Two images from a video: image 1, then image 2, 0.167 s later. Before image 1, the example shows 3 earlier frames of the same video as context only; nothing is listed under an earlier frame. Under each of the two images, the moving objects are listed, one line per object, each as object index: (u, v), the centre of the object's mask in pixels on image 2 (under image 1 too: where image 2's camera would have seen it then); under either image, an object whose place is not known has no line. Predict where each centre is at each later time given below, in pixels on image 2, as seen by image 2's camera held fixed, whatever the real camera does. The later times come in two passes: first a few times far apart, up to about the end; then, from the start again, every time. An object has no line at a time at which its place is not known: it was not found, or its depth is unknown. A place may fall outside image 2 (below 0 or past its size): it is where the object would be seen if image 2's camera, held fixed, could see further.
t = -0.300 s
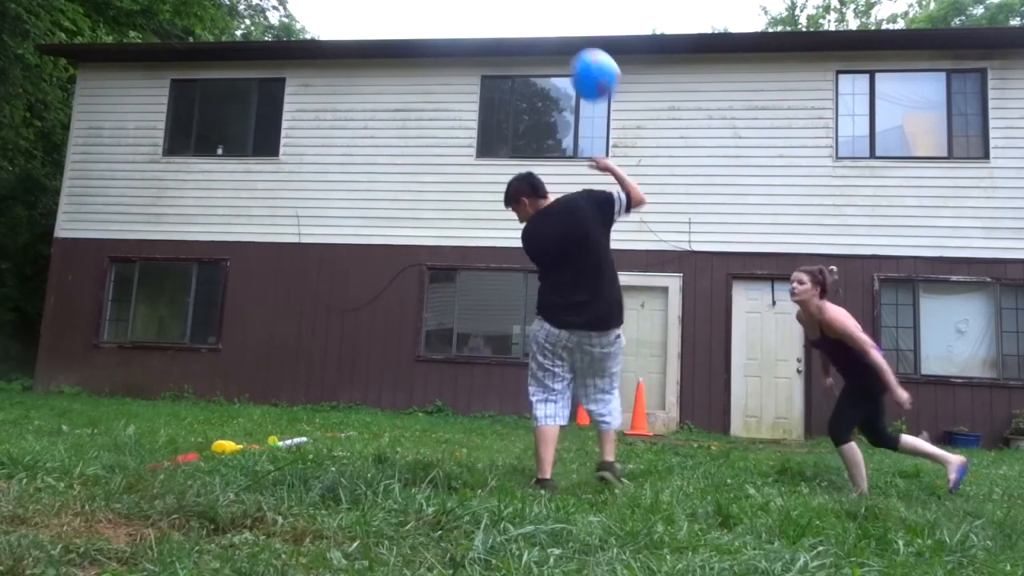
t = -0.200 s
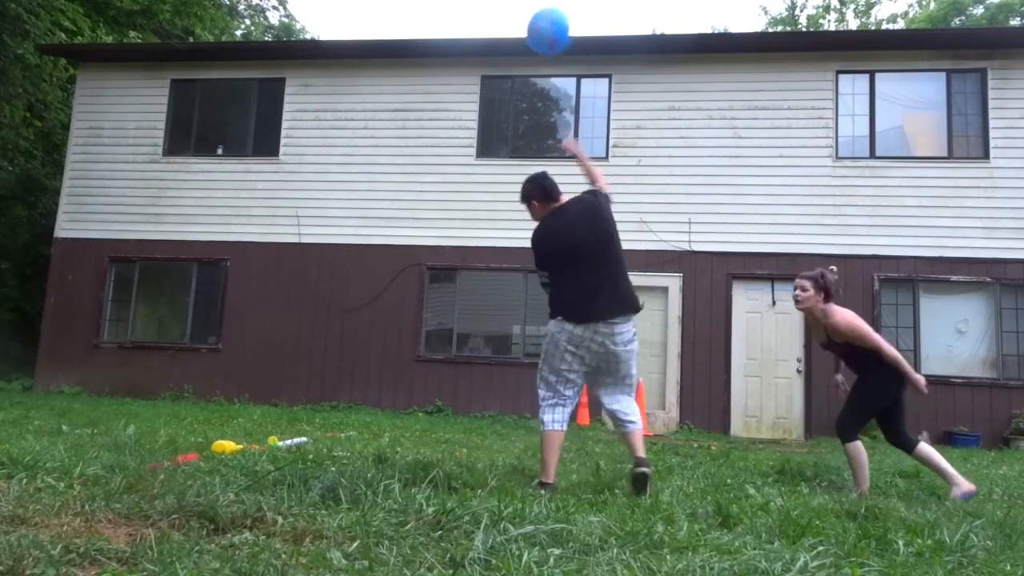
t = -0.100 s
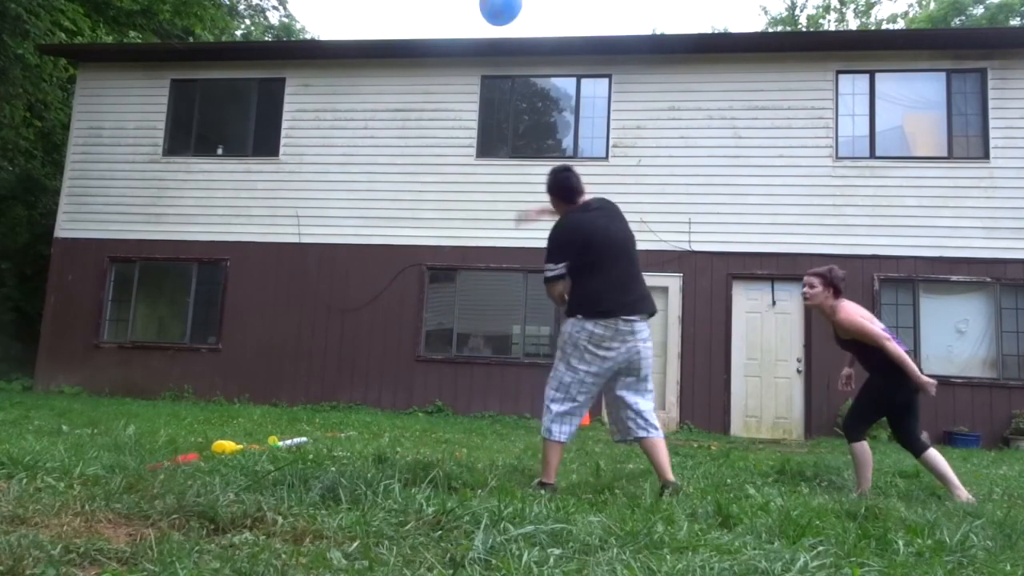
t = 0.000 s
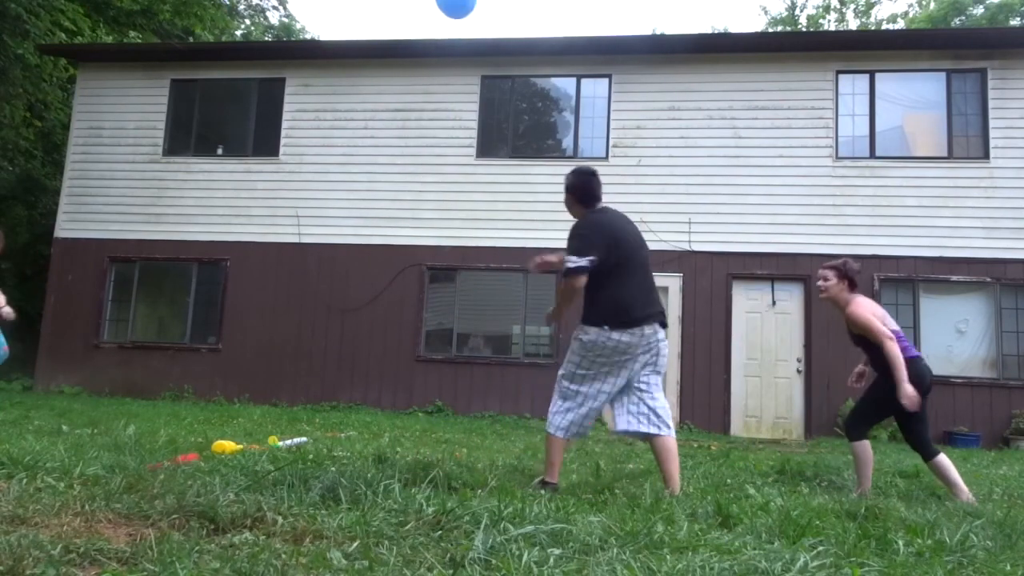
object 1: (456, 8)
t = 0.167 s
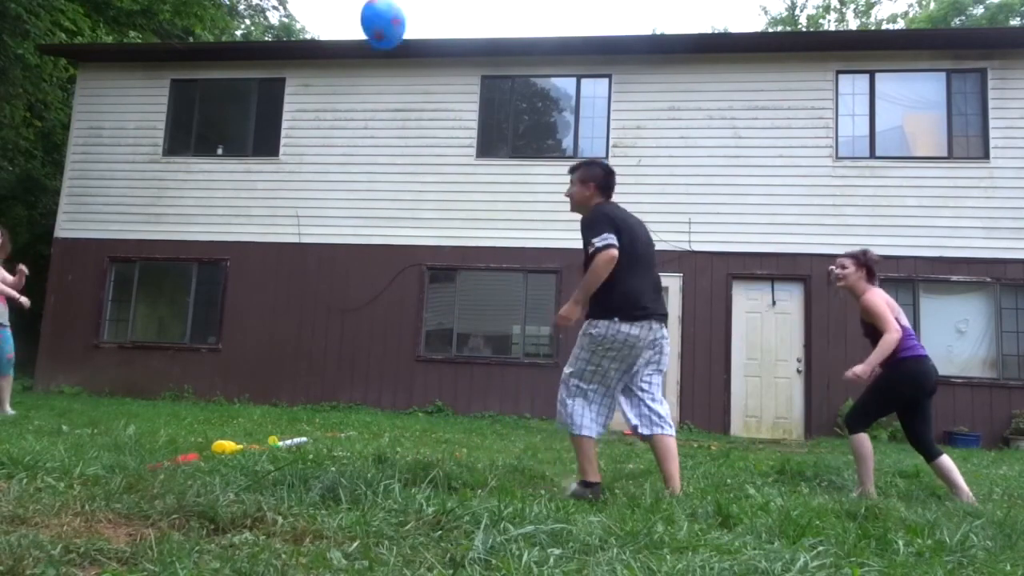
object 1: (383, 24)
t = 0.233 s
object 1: (353, 49)
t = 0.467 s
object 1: (244, 204)
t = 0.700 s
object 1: (148, 449)
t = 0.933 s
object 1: (177, 407)
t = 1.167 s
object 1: (197, 453)
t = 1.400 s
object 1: (217, 452)
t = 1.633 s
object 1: (215, 452)
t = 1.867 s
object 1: (213, 453)
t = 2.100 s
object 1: (212, 453)
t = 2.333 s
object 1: (212, 453)
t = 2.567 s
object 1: (212, 453)
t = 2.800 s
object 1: (212, 453)
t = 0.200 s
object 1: (367, 36)
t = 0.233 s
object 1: (353, 49)
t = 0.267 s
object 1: (338, 63)
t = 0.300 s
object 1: (322, 79)
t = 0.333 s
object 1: (307, 100)
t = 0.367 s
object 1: (291, 123)
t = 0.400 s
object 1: (275, 147)
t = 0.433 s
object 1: (260, 174)
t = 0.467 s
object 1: (244, 204)
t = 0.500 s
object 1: (228, 239)
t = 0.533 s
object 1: (213, 273)
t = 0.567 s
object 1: (198, 309)
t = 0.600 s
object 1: (182, 349)
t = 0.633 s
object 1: (167, 390)
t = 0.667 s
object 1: (153, 435)
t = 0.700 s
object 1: (148, 449)
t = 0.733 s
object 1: (153, 438)
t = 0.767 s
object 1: (158, 426)
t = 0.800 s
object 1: (162, 417)
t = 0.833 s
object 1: (166, 411)
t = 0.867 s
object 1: (170, 407)
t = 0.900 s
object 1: (173, 406)
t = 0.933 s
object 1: (177, 407)
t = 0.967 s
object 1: (180, 411)
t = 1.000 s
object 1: (183, 417)
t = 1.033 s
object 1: (186, 426)
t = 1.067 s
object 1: (188, 437)
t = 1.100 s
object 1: (190, 449)
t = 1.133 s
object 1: (193, 454)
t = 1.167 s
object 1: (197, 453)
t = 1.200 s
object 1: (201, 451)
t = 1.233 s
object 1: (204, 450)
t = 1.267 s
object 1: (207, 451)
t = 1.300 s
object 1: (210, 451)
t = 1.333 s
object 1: (212, 452)
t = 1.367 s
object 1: (214, 452)
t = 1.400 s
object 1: (217, 452)
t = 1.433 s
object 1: (217, 451)
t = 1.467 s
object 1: (218, 452)
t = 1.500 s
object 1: (218, 451)
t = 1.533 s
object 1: (217, 452)
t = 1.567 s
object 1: (217, 452)
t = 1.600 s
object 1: (216, 452)
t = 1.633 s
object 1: (215, 452)
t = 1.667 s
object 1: (215, 452)
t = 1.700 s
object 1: (214, 452)
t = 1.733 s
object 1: (214, 452)
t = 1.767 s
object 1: (213, 452)
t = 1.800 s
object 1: (213, 452)
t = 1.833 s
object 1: (213, 452)
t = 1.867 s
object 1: (213, 453)
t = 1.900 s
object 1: (212, 452)
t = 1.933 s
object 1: (212, 452)
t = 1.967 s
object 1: (212, 452)
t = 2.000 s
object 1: (212, 453)
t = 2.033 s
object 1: (212, 452)
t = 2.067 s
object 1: (212, 453)
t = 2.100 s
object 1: (212, 453)
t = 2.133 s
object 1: (212, 452)
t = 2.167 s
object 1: (212, 453)
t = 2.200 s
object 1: (212, 453)
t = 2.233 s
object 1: (212, 453)
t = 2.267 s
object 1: (212, 453)
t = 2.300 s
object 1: (212, 453)
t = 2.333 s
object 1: (212, 453)
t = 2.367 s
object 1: (212, 453)
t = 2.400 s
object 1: (212, 453)
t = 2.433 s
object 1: (212, 453)
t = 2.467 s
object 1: (212, 453)
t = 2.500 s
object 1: (212, 453)
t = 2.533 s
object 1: (212, 453)
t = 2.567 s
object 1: (212, 453)
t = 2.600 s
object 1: (212, 453)
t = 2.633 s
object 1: (212, 453)
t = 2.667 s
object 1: (212, 453)
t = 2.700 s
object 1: (212, 453)
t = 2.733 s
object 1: (212, 453)
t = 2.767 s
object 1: (212, 453)
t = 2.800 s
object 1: (212, 453)
